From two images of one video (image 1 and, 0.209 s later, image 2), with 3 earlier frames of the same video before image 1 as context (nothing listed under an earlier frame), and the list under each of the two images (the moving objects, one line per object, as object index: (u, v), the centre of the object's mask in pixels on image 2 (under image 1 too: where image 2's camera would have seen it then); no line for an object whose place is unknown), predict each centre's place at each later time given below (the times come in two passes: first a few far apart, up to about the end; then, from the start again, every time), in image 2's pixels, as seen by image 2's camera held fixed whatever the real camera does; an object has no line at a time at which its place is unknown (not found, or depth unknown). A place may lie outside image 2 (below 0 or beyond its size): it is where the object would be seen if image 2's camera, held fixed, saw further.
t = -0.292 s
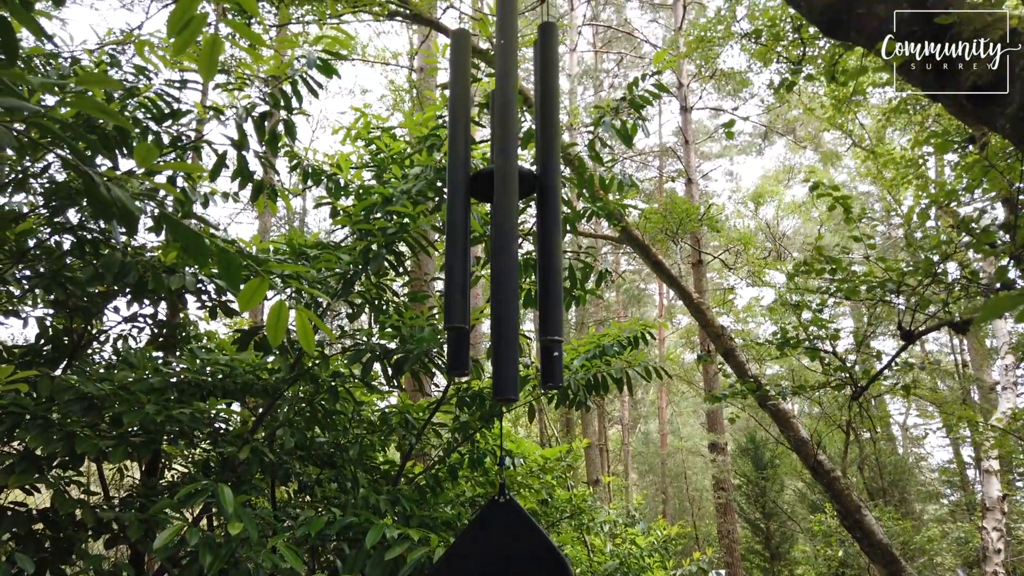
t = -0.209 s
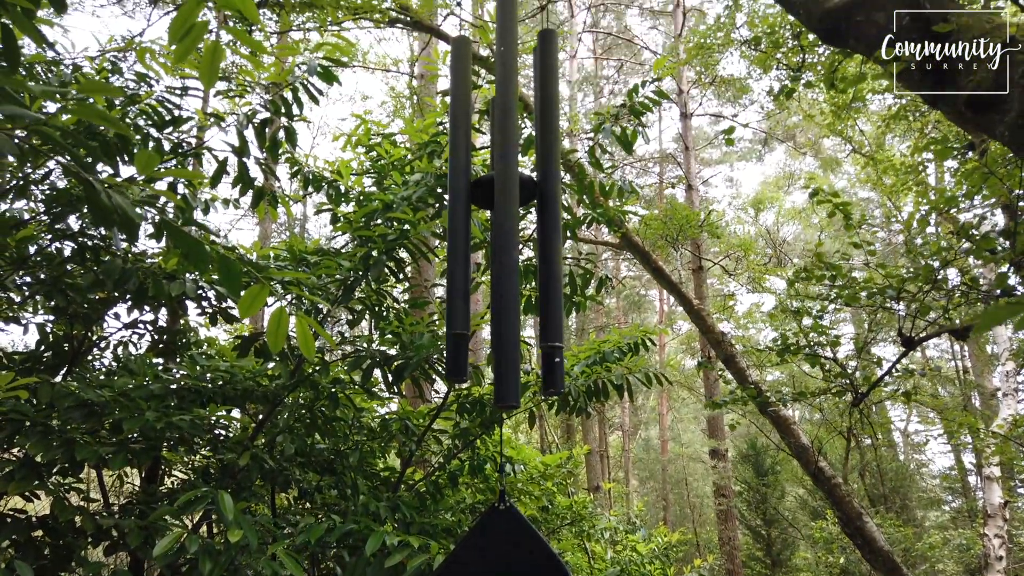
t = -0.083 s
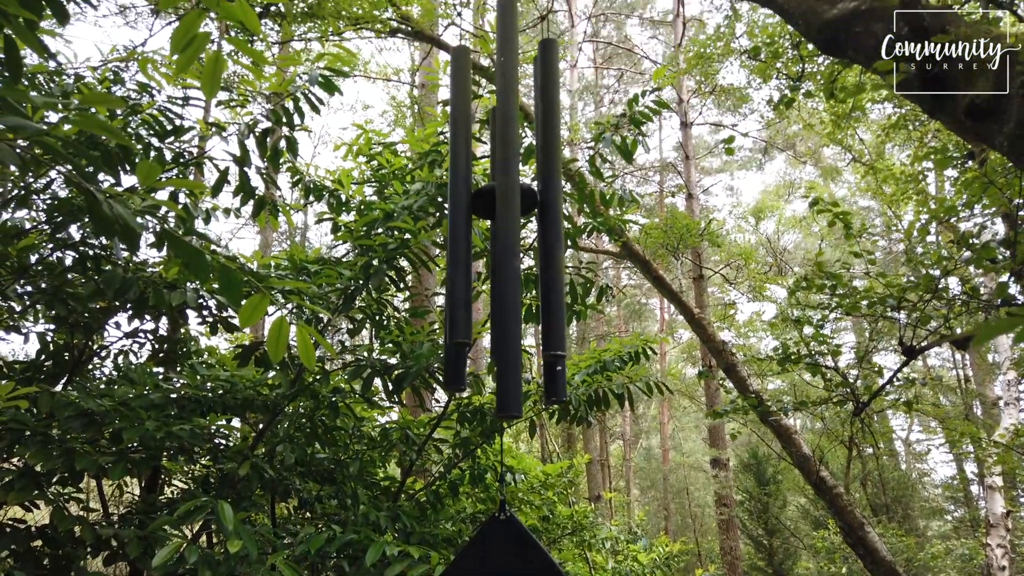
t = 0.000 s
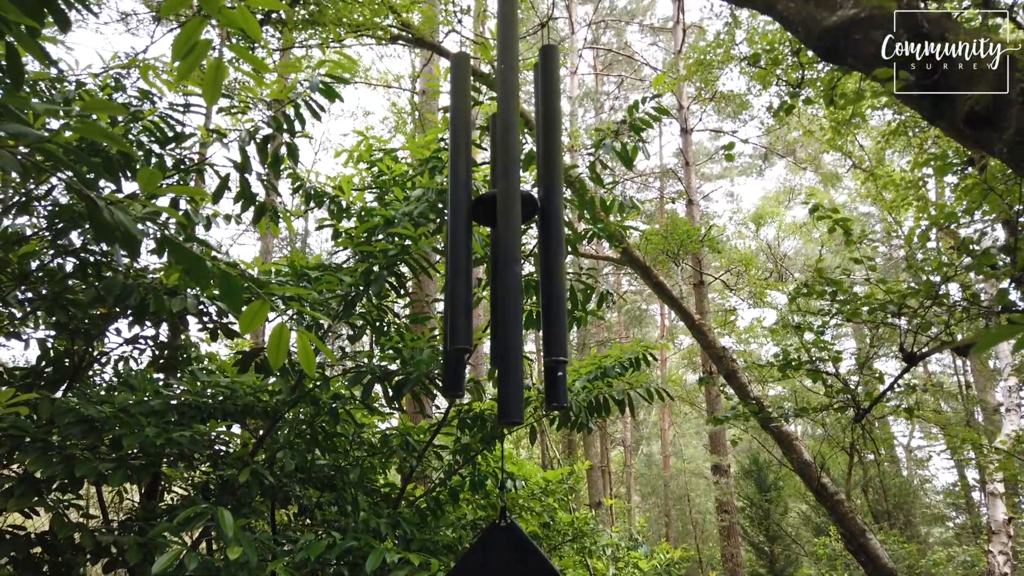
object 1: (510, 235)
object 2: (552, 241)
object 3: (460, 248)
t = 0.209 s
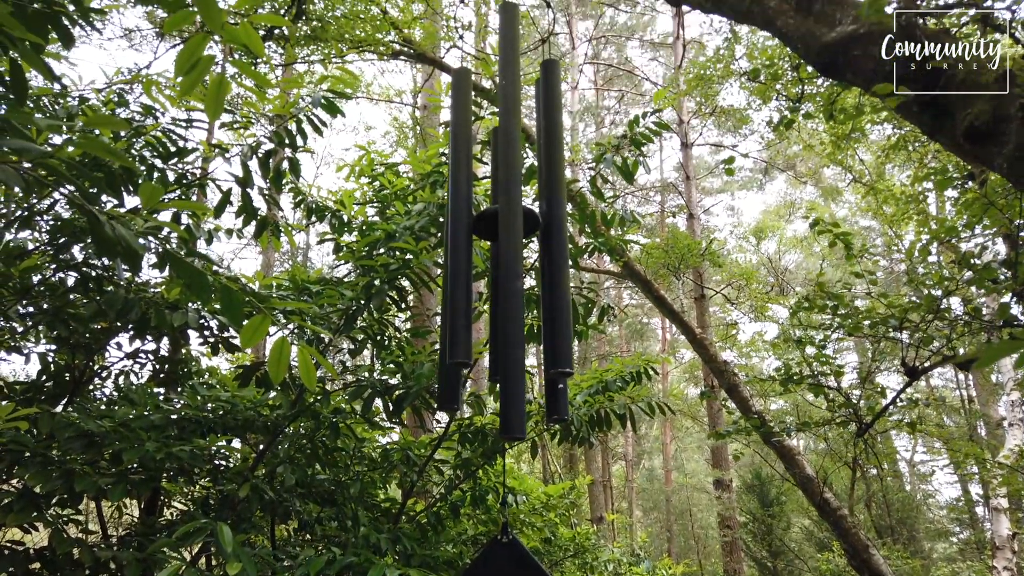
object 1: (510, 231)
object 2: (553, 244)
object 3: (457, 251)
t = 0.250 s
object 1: (510, 230)
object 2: (554, 244)
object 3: (457, 251)
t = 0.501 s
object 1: (510, 232)
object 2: (554, 248)
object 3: (454, 249)
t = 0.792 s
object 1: (509, 232)
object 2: (553, 249)
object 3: (453, 248)
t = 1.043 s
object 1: (508, 234)
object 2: (551, 249)
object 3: (453, 247)
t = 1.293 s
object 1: (505, 235)
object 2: (548, 251)
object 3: (455, 251)
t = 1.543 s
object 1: (505, 238)
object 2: (548, 249)
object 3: (457, 251)
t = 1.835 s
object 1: (505, 238)
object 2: (549, 248)
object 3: (459, 248)
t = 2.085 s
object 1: (507, 239)
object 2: (551, 249)
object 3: (459, 247)
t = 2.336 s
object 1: (511, 237)
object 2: (554, 249)
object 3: (457, 252)
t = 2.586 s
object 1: (513, 240)
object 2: (556, 249)
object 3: (455, 254)
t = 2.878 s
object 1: (513, 238)
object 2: (555, 251)
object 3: (454, 250)
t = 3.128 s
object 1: (512, 239)
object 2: (553, 250)
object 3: (454, 248)
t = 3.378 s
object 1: (509, 240)
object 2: (550, 248)
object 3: (455, 248)
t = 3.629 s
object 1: (506, 241)
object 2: (548, 250)
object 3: (456, 251)
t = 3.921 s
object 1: (504, 240)
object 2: (548, 250)
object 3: (457, 251)
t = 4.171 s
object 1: (504, 241)
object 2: (550, 250)
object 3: (458, 251)
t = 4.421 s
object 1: (506, 244)
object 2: (553, 252)
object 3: (457, 251)
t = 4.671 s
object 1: (510, 240)
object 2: (555, 252)
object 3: (456, 253)
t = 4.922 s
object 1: (513, 240)
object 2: (556, 251)
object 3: (455, 255)
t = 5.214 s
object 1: (513, 239)
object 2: (554, 251)
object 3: (455, 251)
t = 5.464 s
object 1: (511, 240)
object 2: (551, 251)
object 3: (456, 253)
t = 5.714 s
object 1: (508, 243)
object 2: (549, 251)
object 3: (457, 252)
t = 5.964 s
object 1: (505, 240)
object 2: (549, 252)
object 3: (457, 252)
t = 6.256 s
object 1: (503, 240)
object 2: (550, 253)
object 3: (458, 251)
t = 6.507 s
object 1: (503, 242)
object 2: (552, 254)
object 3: (457, 254)
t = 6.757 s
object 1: (505, 245)
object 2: (554, 254)
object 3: (455, 255)
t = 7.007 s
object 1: (509, 240)
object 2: (555, 253)
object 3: (454, 254)
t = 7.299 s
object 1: (513, 241)
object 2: (554, 251)
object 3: (455, 252)
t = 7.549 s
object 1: (513, 242)
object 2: (552, 250)
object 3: (456, 250)
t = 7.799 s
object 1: (513, 240)
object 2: (551, 250)
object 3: (457, 252)
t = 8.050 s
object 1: (509, 242)
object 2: (550, 250)
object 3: (458, 251)
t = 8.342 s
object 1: (505, 241)
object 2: (550, 253)
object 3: (458, 249)
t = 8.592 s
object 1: (504, 240)
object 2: (551, 254)
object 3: (457, 250)
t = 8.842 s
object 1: (504, 241)
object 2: (553, 254)
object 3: (455, 252)
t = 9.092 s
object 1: (505, 243)
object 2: (554, 254)
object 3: (453, 253)
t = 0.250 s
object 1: (510, 230)
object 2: (554, 244)
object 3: (457, 251)
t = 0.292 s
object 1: (510, 231)
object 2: (554, 245)
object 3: (456, 251)
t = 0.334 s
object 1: (510, 230)
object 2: (554, 246)
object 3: (456, 251)
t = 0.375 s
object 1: (510, 230)
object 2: (554, 247)
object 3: (456, 251)
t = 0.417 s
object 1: (510, 231)
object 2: (554, 247)
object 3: (455, 250)
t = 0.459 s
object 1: (510, 231)
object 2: (554, 248)
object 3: (455, 249)
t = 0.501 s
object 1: (510, 232)
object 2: (554, 248)
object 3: (454, 249)
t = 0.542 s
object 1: (510, 232)
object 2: (554, 248)
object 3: (454, 249)
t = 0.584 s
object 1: (510, 232)
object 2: (554, 249)
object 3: (454, 249)
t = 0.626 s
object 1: (510, 232)
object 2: (554, 249)
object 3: (454, 249)
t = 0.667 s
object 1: (510, 231)
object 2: (554, 249)
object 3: (453, 249)
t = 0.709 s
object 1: (510, 231)
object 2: (554, 249)
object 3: (453, 249)
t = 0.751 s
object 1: (509, 232)
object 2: (553, 250)
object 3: (453, 248)
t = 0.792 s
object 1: (509, 232)
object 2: (553, 249)
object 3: (453, 248)
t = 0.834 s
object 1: (509, 232)
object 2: (553, 249)
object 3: (453, 247)
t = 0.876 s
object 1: (509, 233)
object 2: (552, 249)
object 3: (453, 248)
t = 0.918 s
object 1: (508, 234)
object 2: (552, 249)
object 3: (453, 247)
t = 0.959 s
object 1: (508, 234)
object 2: (552, 249)
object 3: (453, 247)
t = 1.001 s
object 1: (508, 233)
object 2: (551, 250)
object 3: (453, 247)
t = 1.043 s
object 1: (508, 234)
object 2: (551, 249)
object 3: (453, 247)
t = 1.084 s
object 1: (507, 233)
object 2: (550, 250)
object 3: (453, 248)
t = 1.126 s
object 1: (507, 235)
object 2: (550, 251)
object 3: (454, 249)
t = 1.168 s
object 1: (507, 234)
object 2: (550, 251)
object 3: (454, 249)
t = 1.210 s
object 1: (507, 234)
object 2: (549, 251)
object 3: (455, 250)
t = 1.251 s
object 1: (506, 236)
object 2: (549, 251)
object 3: (455, 251)
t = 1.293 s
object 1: (505, 235)
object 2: (548, 251)
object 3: (455, 251)
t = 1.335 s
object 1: (505, 235)
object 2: (548, 251)
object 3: (456, 251)
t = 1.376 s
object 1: (505, 236)
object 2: (548, 250)
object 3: (456, 251)
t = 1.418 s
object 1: (505, 237)
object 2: (548, 251)
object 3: (456, 251)
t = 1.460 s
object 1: (505, 238)
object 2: (548, 250)
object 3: (457, 252)
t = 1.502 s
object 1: (505, 238)
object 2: (548, 249)
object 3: (457, 251)
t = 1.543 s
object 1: (505, 238)
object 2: (548, 249)
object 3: (457, 251)
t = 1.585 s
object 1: (505, 237)
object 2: (548, 248)
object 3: (458, 251)
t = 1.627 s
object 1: (505, 238)
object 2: (548, 248)
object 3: (458, 249)
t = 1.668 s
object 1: (505, 238)
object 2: (548, 248)
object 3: (458, 249)
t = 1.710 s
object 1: (505, 238)
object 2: (549, 247)
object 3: (458, 249)
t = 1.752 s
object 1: (505, 238)
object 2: (549, 247)
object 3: (458, 249)
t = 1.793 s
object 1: (505, 238)
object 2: (549, 247)
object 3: (459, 249)
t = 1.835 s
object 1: (505, 238)
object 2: (549, 248)
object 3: (459, 248)
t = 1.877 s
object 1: (506, 239)
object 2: (550, 248)
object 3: (459, 247)
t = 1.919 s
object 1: (506, 239)
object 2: (550, 248)
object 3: (459, 246)
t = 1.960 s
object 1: (506, 239)
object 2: (550, 248)
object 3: (459, 247)
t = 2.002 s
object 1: (506, 239)
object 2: (551, 248)
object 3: (459, 247)
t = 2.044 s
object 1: (507, 239)
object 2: (551, 248)
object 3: (459, 248)
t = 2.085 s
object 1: (507, 239)
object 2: (551, 249)
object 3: (459, 247)
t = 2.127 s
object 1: (508, 239)
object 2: (552, 248)
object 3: (459, 248)
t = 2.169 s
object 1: (508, 239)
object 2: (552, 248)
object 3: (459, 249)
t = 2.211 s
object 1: (509, 237)
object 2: (553, 249)
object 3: (458, 250)
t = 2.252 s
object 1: (509, 236)
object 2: (553, 249)
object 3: (458, 251)
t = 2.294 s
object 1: (510, 236)
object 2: (554, 249)
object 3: (458, 251)
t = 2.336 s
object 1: (511, 237)
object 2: (554, 249)
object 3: (457, 252)
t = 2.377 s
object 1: (511, 237)
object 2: (554, 248)
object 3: (457, 252)
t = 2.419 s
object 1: (511, 238)
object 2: (555, 248)
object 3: (457, 253)
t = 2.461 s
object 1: (512, 239)
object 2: (555, 248)
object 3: (456, 254)
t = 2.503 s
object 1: (512, 240)
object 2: (555, 248)
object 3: (456, 254)
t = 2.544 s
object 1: (513, 240)
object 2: (556, 248)
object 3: (456, 254)
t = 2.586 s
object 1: (513, 240)
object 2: (556, 249)
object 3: (455, 254)
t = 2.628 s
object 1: (513, 239)
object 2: (556, 249)
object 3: (455, 253)
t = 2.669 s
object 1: (513, 239)
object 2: (556, 249)
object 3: (455, 253)
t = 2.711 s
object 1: (513, 239)
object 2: (556, 249)
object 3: (455, 252)
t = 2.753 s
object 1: (513, 238)
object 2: (556, 249)
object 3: (455, 251)
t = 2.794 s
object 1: (513, 238)
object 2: (556, 250)
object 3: (454, 251)
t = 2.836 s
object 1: (513, 237)
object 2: (555, 251)
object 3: (454, 250)
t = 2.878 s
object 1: (513, 238)
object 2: (555, 251)
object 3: (454, 250)
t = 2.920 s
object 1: (513, 237)
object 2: (555, 251)
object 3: (454, 249)
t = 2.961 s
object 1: (513, 238)
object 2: (554, 251)
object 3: (454, 248)
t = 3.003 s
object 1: (513, 237)
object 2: (554, 251)
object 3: (455, 248)
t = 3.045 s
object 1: (513, 238)
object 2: (554, 250)
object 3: (455, 248)
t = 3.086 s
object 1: (513, 238)
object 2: (553, 250)
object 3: (454, 247)
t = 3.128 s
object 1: (512, 239)
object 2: (553, 250)
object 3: (454, 248)
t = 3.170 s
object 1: (512, 239)
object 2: (552, 250)
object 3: (454, 248)
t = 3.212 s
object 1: (512, 239)
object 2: (552, 249)
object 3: (454, 248)
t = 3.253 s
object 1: (511, 238)
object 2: (551, 249)
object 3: (454, 248)
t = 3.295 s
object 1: (511, 238)
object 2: (551, 249)
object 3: (455, 248)
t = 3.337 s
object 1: (510, 238)
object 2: (550, 249)
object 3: (455, 248)
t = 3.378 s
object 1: (509, 240)
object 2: (550, 248)
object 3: (455, 248)
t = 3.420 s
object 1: (509, 240)
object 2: (550, 248)
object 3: (455, 248)
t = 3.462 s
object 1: (508, 240)
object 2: (549, 249)
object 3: (455, 249)
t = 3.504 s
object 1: (508, 240)
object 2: (549, 249)
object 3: (456, 250)
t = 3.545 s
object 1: (508, 240)
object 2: (548, 249)
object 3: (456, 250)
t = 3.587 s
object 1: (506, 242)
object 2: (548, 249)
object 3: (456, 251)
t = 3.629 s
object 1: (506, 241)
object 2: (548, 250)
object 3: (456, 251)
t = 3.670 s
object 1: (506, 241)
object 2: (548, 250)
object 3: (456, 251)
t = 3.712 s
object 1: (505, 241)
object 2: (548, 250)
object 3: (457, 251)
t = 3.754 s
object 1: (505, 240)
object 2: (548, 250)
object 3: (457, 251)
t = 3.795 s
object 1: (504, 240)
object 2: (548, 250)
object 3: (457, 251)
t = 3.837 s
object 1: (504, 240)
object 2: (548, 251)
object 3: (457, 251)
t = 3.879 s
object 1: (504, 240)
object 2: (548, 250)
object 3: (457, 251)
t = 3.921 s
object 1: (504, 240)
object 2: (548, 250)
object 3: (457, 251)
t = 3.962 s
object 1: (504, 240)
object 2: (548, 249)
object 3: (457, 250)
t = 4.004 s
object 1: (504, 241)
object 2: (549, 250)
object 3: (457, 250)
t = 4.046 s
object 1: (504, 240)
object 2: (549, 250)
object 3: (458, 250)
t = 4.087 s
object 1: (504, 240)
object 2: (549, 249)
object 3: (458, 250)
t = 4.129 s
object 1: (504, 240)
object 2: (550, 249)
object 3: (458, 250)
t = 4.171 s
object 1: (504, 241)
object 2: (550, 250)
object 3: (458, 251)
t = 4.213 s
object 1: (504, 240)
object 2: (551, 251)
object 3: (457, 251)
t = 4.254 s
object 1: (504, 242)
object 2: (551, 251)
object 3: (457, 251)
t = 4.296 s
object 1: (505, 242)
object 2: (552, 252)
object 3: (457, 252)
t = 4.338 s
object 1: (505, 243)
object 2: (552, 252)
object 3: (457, 251)
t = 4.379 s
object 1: (505, 244)
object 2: (553, 252)
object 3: (457, 252)
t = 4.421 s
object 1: (506, 244)
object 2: (553, 252)
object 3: (457, 251)
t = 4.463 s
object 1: (507, 243)
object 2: (554, 252)
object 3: (456, 251)
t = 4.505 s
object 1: (508, 242)
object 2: (554, 252)
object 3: (456, 251)
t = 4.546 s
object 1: (509, 242)
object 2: (555, 252)
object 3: (456, 251)
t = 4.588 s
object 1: (509, 241)
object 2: (555, 252)
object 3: (456, 252)
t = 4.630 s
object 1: (510, 241)
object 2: (555, 252)
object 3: (456, 252)
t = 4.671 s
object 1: (510, 240)
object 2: (555, 252)
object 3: (456, 253)
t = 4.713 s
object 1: (511, 239)
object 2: (556, 252)
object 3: (455, 253)
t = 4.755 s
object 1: (511, 240)
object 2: (556, 251)
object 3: (455, 253)
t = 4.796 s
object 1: (512, 240)
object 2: (556, 251)
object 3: (455, 253)
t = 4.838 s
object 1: (512, 239)
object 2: (556, 251)
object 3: (455, 253)
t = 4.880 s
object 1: (512, 240)
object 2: (556, 251)
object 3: (455, 254)
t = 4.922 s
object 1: (513, 240)
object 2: (556, 251)
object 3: (455, 255)
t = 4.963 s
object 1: (513, 239)
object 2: (556, 251)
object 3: (455, 254)
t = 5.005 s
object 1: (513, 239)
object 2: (555, 251)
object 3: (455, 254)
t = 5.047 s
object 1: (513, 239)
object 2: (555, 251)
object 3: (455, 254)
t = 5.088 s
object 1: (513, 239)
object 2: (555, 251)
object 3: (455, 253)
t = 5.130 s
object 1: (513, 238)
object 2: (555, 251)
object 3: (455, 252)
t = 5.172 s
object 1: (514, 238)
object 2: (554, 251)
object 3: (455, 251)
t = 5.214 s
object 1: (513, 239)
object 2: (554, 251)
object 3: (455, 251)
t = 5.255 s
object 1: (513, 239)
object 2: (554, 251)
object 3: (455, 251)
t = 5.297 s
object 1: (513, 239)
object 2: (553, 251)
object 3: (455, 250)
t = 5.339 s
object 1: (513, 239)
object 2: (553, 251)
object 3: (455, 251)
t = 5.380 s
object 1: (513, 239)
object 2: (552, 251)
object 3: (456, 251)
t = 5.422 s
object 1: (512, 240)
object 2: (552, 250)
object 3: (456, 252)
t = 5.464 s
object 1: (511, 240)
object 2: (551, 251)
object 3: (456, 253)
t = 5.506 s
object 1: (511, 241)
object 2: (551, 251)
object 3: (456, 253)
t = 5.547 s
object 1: (510, 243)
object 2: (551, 251)
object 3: (456, 252)
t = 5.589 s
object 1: (510, 243)
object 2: (550, 251)
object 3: (456, 253)
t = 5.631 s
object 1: (509, 243)
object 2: (550, 251)
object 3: (457, 252)
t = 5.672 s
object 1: (509, 243)
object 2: (550, 251)
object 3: (457, 253)
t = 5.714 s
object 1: (508, 243)
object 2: (549, 251)
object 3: (457, 252)
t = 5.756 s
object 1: (508, 242)
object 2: (549, 251)
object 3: (457, 252)
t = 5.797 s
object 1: (507, 242)
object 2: (549, 251)
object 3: (457, 252)
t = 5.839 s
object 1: (507, 242)
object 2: (549, 251)
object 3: (457, 252)
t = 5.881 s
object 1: (506, 241)
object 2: (549, 251)
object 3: (457, 252)
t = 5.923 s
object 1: (506, 240)
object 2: (549, 251)
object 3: (457, 252)
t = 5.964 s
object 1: (505, 240)
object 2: (549, 252)
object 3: (457, 252)
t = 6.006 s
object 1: (505, 240)
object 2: (549, 252)
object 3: (457, 252)
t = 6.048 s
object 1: (505, 240)
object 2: (549, 252)
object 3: (458, 252)
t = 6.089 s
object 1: (504, 239)
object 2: (549, 252)
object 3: (458, 252)
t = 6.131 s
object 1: (504, 239)
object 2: (549, 253)
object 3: (458, 251)
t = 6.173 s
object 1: (504, 240)
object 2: (550, 253)
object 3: (458, 251)
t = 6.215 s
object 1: (503, 240)
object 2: (550, 253)
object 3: (458, 251)
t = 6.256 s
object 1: (503, 240)
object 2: (550, 253)
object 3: (458, 251)
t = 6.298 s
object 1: (503, 240)
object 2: (550, 254)
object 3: (458, 250)
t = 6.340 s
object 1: (503, 240)
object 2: (551, 254)
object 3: (458, 250)
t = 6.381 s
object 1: (503, 241)
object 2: (551, 254)
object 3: (457, 251)
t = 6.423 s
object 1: (503, 241)
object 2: (551, 254)
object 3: (457, 252)
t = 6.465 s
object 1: (503, 242)
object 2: (552, 254)
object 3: (457, 253)
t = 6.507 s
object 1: (503, 242)
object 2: (552, 254)
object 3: (457, 254)
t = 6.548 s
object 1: (503, 242)
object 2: (552, 254)
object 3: (456, 254)
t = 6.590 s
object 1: (503, 243)
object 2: (553, 254)
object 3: (456, 255)
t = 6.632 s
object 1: (504, 244)
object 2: (553, 254)
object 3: (455, 256)
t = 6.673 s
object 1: (504, 244)
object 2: (553, 254)
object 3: (455, 256)
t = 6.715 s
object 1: (504, 244)
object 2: (554, 254)
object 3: (455, 255)
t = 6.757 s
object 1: (505, 245)
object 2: (554, 254)
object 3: (455, 255)
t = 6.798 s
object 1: (505, 246)
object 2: (554, 254)
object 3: (454, 255)
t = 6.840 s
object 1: (506, 246)
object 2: (554, 254)
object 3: (454, 255)
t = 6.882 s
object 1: (506, 246)
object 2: (555, 253)
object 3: (454, 255)
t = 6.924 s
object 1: (507, 245)
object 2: (555, 254)
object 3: (454, 255)
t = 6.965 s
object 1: (509, 242)
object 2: (555, 253)
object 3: (454, 254)
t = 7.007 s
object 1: (509, 240)
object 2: (555, 253)
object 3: (454, 254)
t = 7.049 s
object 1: (510, 240)
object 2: (555, 253)
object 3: (454, 253)
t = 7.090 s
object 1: (510, 240)
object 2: (555, 252)
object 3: (454, 253)
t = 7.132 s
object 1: (511, 239)
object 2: (555, 252)
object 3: (454, 253)
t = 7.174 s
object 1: (511, 239)
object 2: (555, 252)
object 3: (454, 253)
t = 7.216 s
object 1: (512, 239)
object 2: (555, 252)
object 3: (454, 253)
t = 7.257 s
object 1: (512, 239)
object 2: (554, 252)
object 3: (454, 253)
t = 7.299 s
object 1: (513, 241)
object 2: (554, 251)
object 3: (455, 252)
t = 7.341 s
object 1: (513, 241)
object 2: (554, 251)
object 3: (455, 251)
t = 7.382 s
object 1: (513, 242)
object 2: (554, 251)
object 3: (455, 250)
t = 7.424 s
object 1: (514, 241)
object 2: (553, 251)
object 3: (455, 250)
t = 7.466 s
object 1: (513, 242)
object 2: (553, 250)
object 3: (455, 250)
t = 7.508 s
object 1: (514, 241)
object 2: (553, 250)
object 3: (455, 250)
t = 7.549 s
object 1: (513, 242)
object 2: (552, 250)
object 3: (456, 250)
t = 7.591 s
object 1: (513, 242)
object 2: (552, 250)
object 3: (456, 250)
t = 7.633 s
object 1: (513, 243)
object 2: (552, 250)
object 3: (456, 251)
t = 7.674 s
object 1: (514, 241)
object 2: (552, 250)
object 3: (456, 251)
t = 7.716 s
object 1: (513, 243)
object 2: (551, 250)
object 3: (457, 251)
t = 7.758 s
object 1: (513, 240)
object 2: (551, 250)
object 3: (457, 251)
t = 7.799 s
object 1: (513, 240)
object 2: (551, 250)
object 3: (457, 252)
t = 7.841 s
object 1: (512, 240)
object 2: (551, 250)
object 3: (458, 252)
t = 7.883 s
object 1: (512, 240)
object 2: (550, 250)
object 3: (458, 252)
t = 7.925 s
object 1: (511, 242)
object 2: (550, 250)
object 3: (458, 252)
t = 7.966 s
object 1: (510, 241)
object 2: (550, 250)
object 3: (458, 252)
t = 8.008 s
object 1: (510, 241)
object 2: (550, 250)
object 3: (458, 252)
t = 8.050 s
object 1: (509, 242)
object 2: (550, 250)
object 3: (458, 251)
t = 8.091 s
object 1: (508, 242)
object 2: (550, 250)
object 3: (459, 251)
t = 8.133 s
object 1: (508, 242)
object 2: (550, 251)
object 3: (459, 251)
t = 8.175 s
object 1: (507, 242)
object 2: (550, 251)
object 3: (459, 251)
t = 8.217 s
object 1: (507, 241)
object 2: (550, 252)
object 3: (459, 250)
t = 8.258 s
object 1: (506, 241)
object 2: (550, 252)
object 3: (458, 250)
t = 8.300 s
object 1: (506, 242)
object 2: (550, 252)
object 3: (458, 249)
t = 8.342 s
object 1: (505, 241)
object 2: (550, 253)
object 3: (458, 249)
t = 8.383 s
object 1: (505, 241)
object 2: (550, 253)
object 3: (458, 250)
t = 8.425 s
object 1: (505, 241)
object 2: (551, 253)
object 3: (458, 250)
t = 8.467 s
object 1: (504, 241)
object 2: (551, 253)
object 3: (458, 249)
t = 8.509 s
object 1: (504, 241)
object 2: (551, 254)
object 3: (458, 249)
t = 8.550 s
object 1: (504, 240)
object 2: (551, 253)
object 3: (458, 249)
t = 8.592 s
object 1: (504, 240)
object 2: (551, 254)
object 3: (457, 250)
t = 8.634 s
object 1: (504, 240)
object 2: (552, 254)
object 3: (457, 251)
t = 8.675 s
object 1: (504, 241)
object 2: (552, 254)
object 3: (457, 251)
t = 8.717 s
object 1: (503, 241)
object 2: (552, 254)
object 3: (456, 251)
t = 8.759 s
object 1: (503, 241)
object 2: (552, 254)
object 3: (456, 252)
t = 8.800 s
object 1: (504, 241)
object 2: (553, 254)
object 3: (455, 251)
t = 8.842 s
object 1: (504, 241)
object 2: (553, 254)
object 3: (455, 252)
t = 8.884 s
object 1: (504, 242)
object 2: (553, 254)
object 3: (454, 252)
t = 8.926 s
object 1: (504, 242)
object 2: (553, 254)
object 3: (454, 252)
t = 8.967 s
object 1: (504, 243)
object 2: (553, 254)
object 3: (454, 252)
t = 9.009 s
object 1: (504, 242)
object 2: (553, 254)
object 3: (454, 253)
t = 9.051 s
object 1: (505, 242)
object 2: (553, 254)
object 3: (453, 253)
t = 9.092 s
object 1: (505, 243)
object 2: (554, 254)
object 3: (453, 253)
